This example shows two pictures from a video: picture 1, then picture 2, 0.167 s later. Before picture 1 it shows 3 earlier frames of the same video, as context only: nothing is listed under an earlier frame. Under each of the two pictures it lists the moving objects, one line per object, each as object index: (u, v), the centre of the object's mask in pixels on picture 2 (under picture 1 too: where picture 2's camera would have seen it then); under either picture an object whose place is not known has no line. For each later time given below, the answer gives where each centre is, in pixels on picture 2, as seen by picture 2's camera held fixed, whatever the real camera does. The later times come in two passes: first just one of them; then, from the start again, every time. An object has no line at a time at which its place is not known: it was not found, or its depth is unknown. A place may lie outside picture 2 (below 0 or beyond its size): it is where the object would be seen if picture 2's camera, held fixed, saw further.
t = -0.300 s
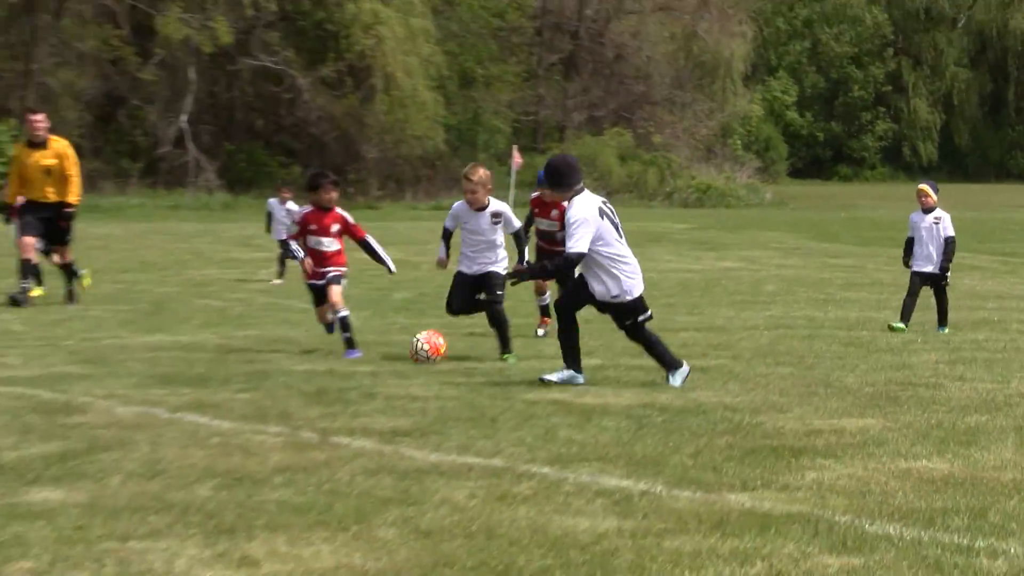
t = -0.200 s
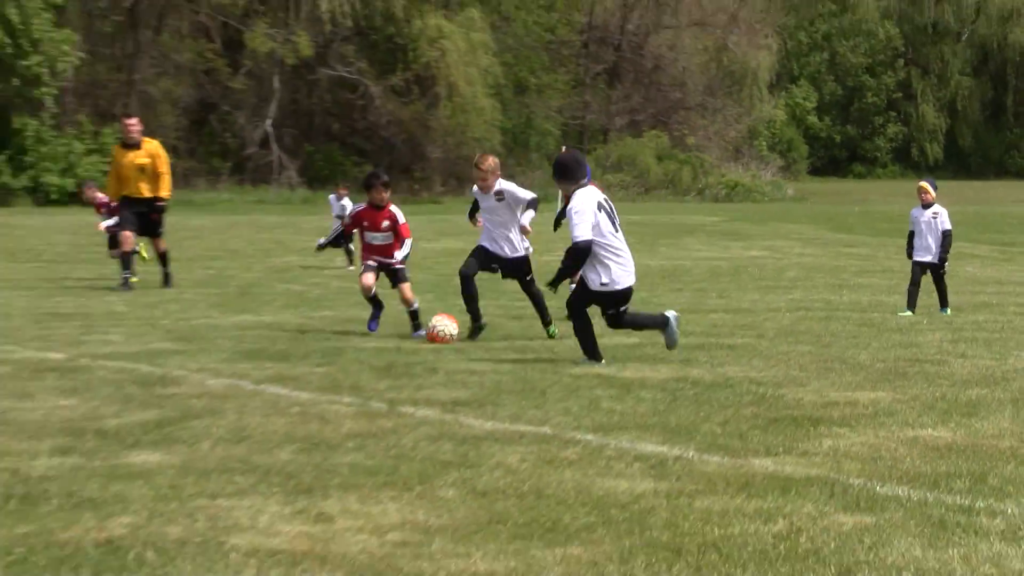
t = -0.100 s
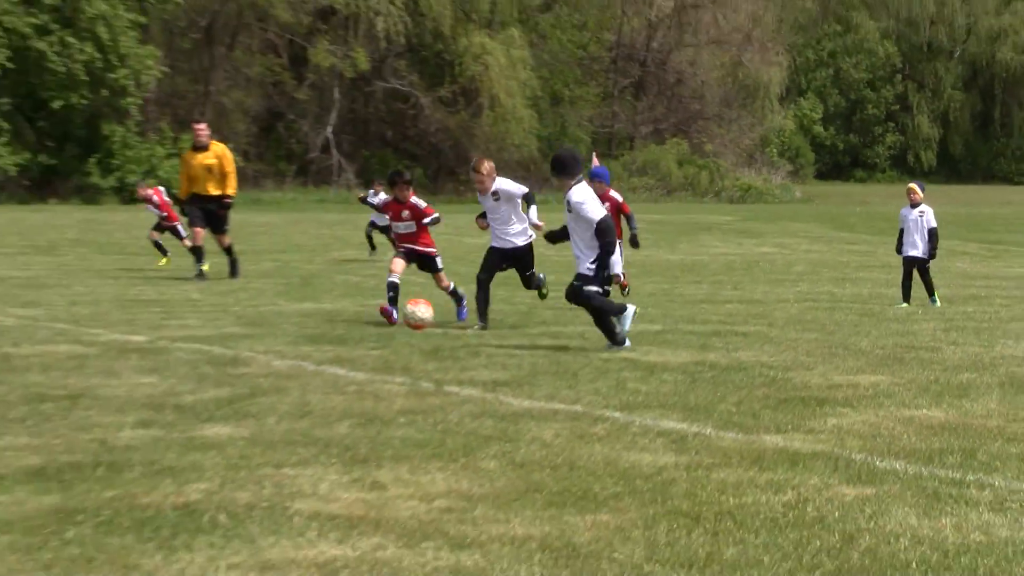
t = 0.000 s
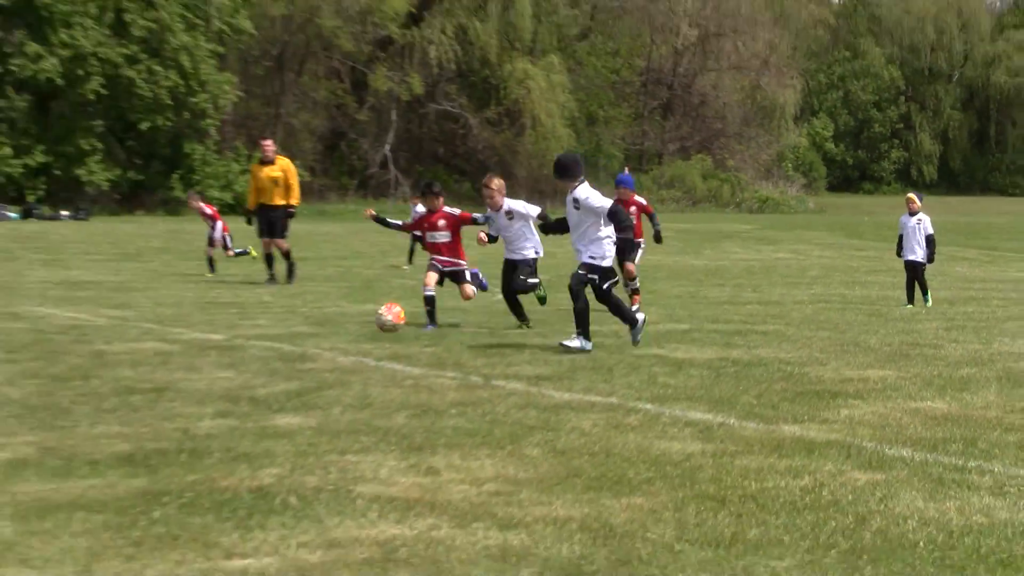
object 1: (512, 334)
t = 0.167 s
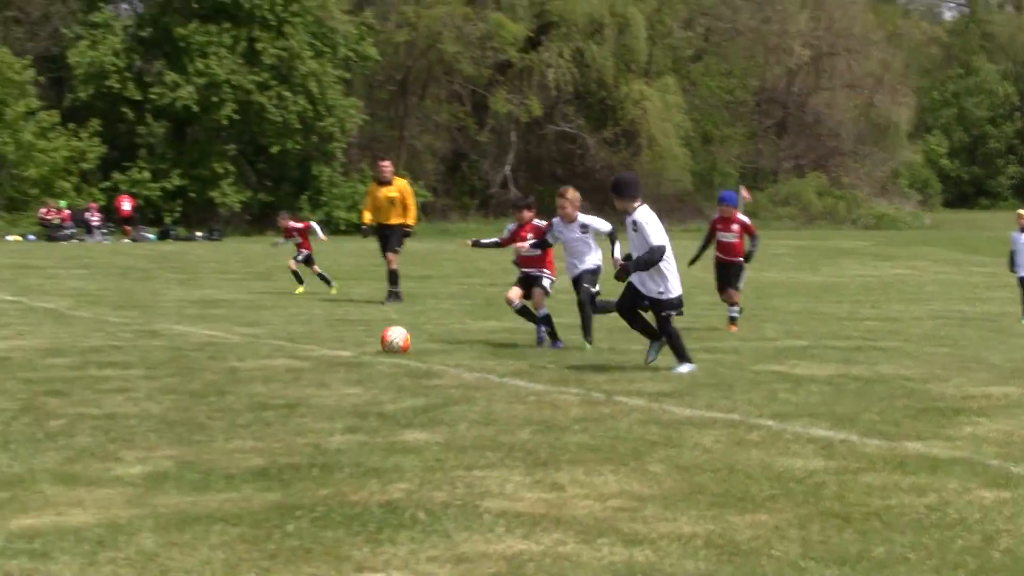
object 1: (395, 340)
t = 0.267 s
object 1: (332, 342)
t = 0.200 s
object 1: (374, 341)
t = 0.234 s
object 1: (353, 342)
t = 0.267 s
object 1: (332, 342)
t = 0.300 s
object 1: (313, 341)
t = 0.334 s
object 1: (293, 342)
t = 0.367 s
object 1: (273, 342)
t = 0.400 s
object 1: (254, 345)
